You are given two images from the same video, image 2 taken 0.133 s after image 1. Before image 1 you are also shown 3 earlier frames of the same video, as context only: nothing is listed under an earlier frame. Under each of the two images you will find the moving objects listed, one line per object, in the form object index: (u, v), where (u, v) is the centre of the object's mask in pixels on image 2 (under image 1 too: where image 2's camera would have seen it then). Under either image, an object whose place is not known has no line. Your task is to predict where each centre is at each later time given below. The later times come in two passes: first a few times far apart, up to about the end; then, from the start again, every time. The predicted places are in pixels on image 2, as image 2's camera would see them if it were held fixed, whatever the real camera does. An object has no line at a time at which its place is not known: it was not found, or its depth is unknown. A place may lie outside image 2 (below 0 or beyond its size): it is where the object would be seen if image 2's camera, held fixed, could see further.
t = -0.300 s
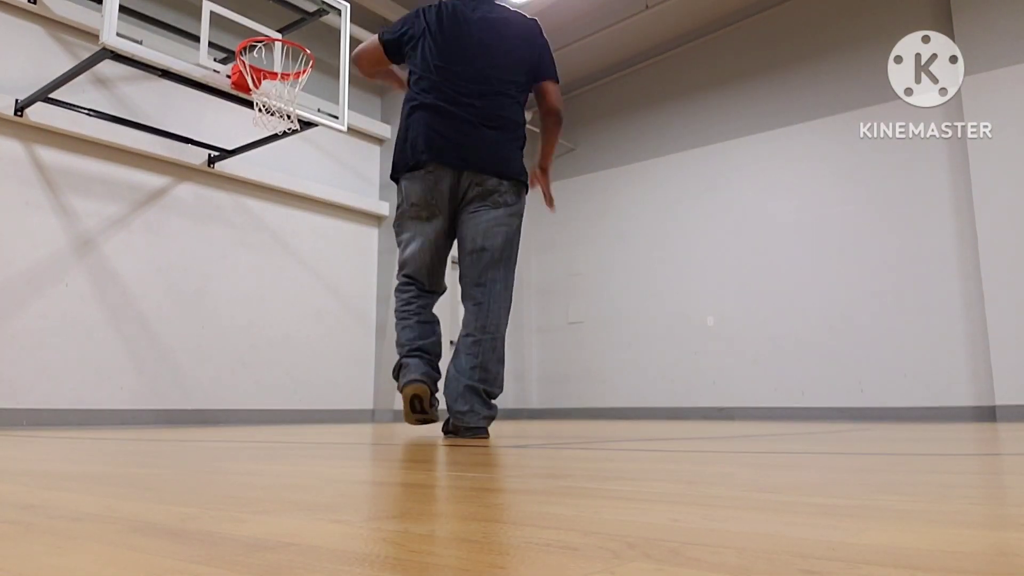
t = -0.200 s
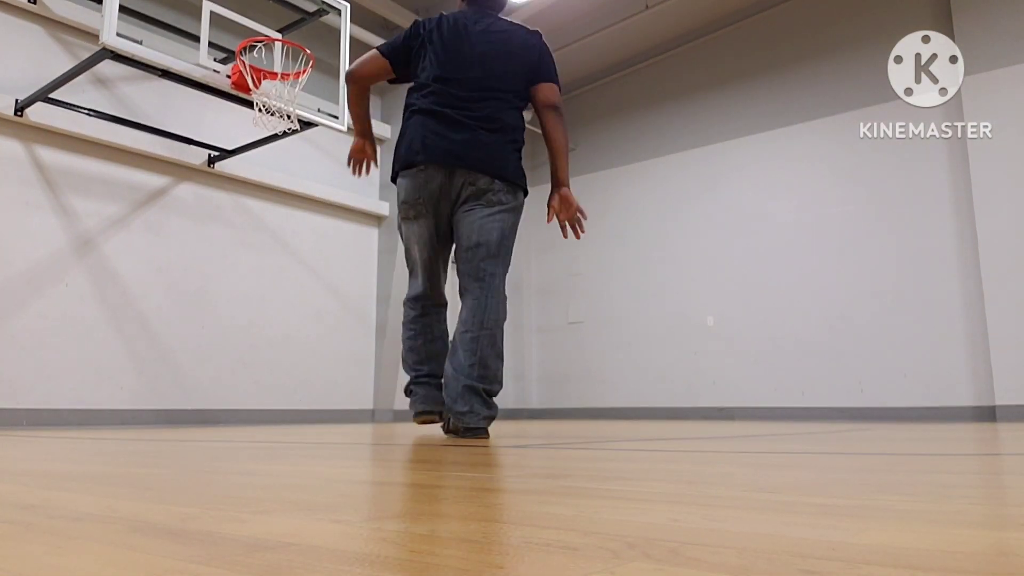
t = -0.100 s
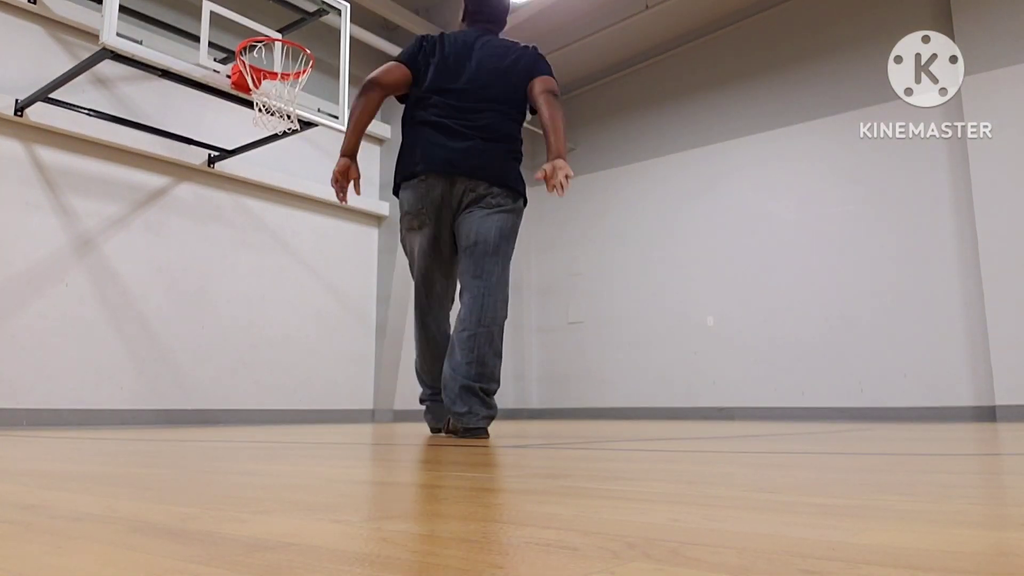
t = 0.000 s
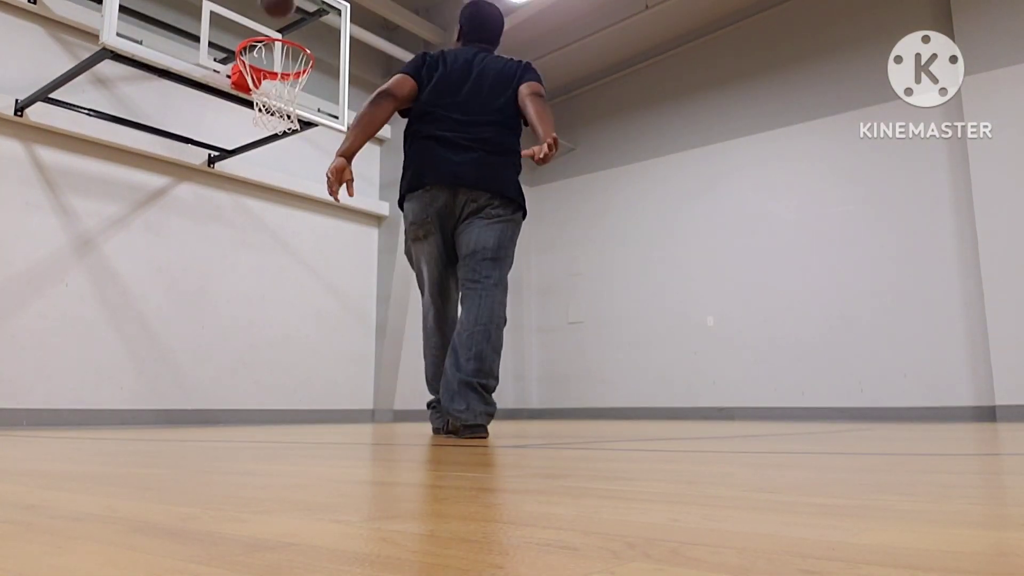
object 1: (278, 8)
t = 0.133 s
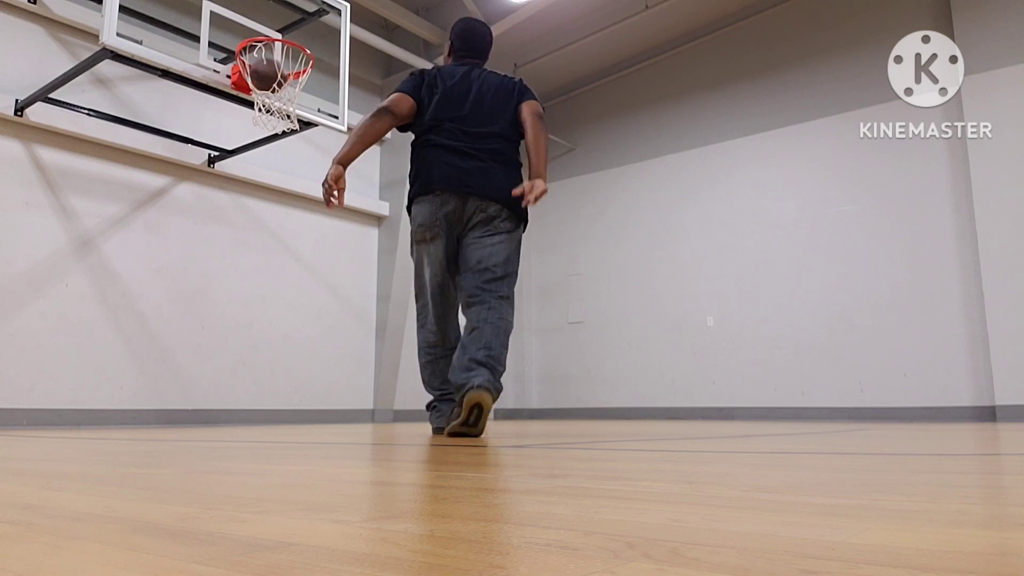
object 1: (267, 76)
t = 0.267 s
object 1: (291, 137)
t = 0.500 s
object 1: (326, 313)
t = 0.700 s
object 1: (361, 323)
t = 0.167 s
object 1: (274, 91)
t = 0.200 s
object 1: (281, 104)
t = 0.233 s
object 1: (284, 125)
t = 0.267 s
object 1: (291, 137)
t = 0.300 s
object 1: (296, 156)
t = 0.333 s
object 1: (301, 176)
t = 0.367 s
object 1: (306, 199)
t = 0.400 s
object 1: (311, 224)
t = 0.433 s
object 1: (316, 251)
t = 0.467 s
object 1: (321, 281)
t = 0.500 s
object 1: (326, 313)
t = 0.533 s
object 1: (331, 348)
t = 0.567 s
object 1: (335, 385)
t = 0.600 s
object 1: (340, 405)
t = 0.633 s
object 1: (347, 376)
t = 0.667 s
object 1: (354, 348)
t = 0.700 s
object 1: (361, 323)
